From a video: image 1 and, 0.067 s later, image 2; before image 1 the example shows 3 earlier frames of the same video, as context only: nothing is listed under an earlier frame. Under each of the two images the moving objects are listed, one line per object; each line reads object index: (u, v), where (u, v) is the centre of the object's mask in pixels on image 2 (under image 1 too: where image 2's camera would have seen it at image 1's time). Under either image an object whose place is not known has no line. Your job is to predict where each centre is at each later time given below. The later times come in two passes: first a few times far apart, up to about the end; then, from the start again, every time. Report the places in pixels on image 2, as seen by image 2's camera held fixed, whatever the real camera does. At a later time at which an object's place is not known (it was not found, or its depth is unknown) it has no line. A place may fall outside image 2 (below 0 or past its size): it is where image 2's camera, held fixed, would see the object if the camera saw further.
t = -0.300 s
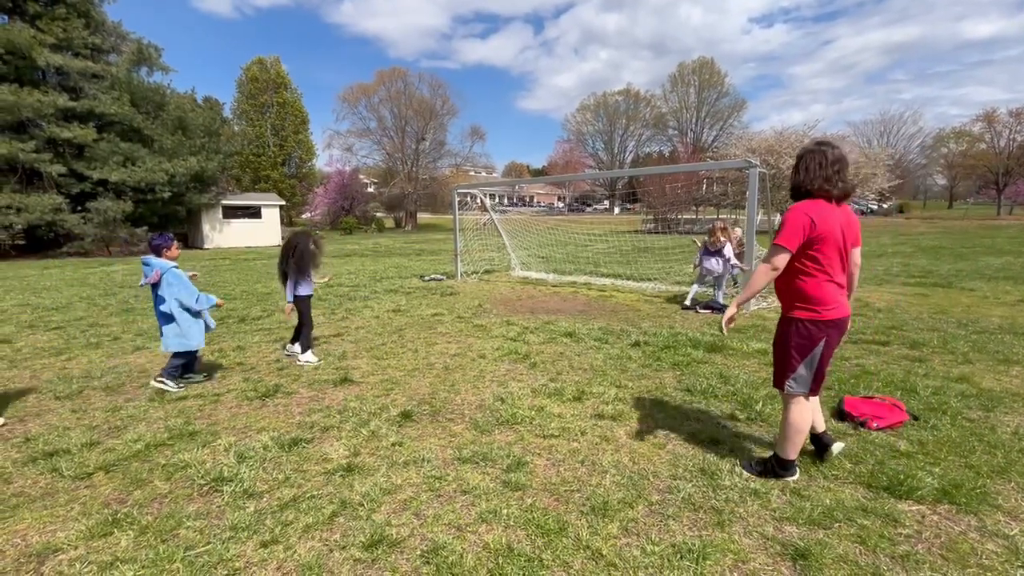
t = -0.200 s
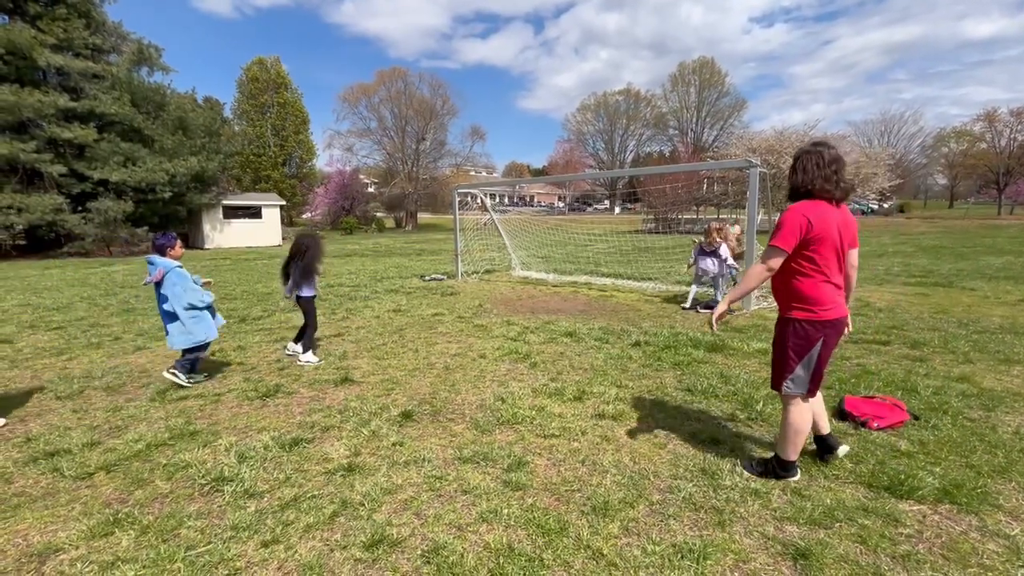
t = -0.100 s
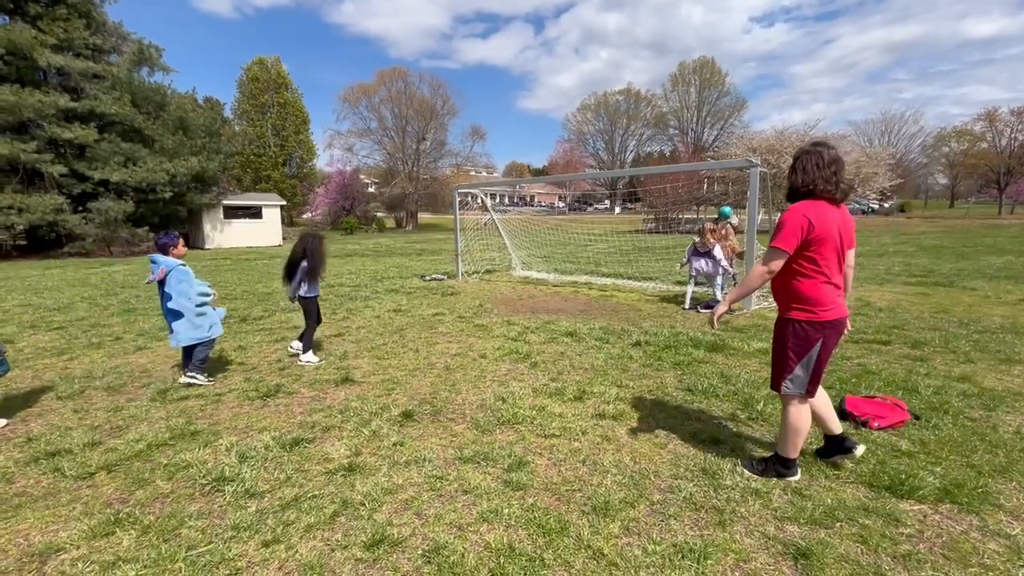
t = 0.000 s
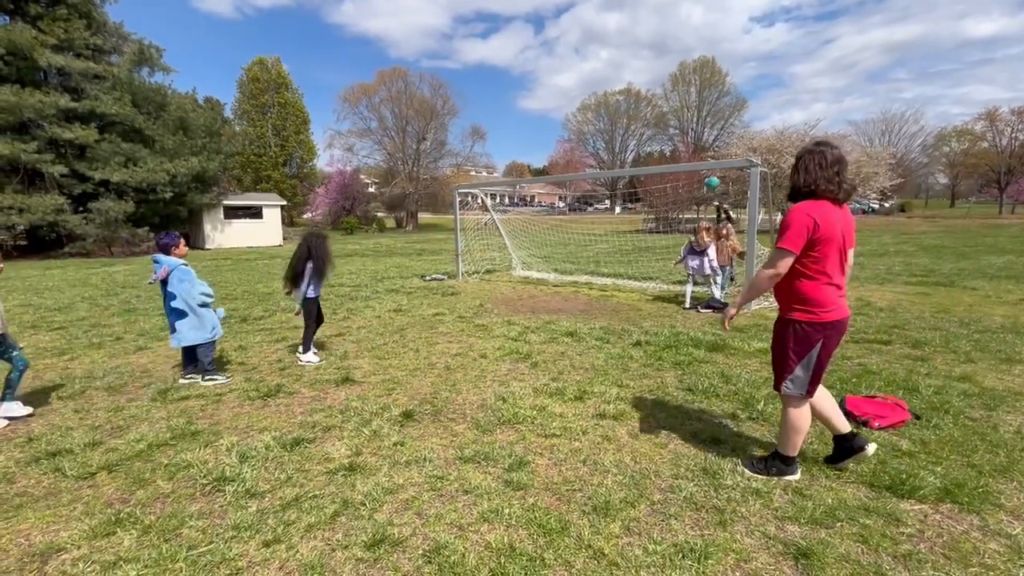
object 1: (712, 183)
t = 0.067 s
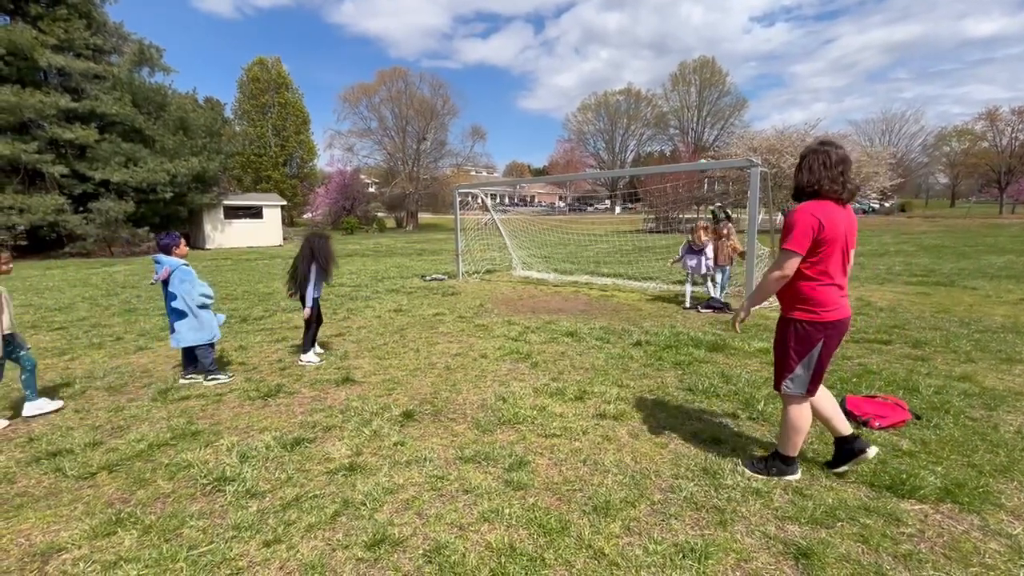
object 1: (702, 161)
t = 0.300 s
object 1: (659, 125)
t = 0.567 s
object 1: (603, 121)
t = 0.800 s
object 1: (548, 161)
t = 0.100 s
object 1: (697, 157)
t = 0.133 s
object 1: (690, 151)
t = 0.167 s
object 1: (684, 144)
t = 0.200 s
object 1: (679, 138)
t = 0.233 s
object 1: (672, 134)
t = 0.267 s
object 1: (665, 128)
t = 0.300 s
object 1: (659, 125)
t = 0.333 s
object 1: (652, 122)
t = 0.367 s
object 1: (645, 119)
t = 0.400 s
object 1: (638, 117)
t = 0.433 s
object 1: (631, 116)
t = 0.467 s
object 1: (624, 116)
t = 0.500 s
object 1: (618, 117)
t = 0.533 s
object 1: (610, 118)
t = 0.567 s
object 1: (603, 121)
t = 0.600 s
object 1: (596, 124)
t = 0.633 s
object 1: (587, 128)
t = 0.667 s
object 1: (580, 133)
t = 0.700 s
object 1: (572, 139)
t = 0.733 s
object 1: (564, 145)
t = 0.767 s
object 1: (556, 153)
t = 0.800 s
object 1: (548, 161)
